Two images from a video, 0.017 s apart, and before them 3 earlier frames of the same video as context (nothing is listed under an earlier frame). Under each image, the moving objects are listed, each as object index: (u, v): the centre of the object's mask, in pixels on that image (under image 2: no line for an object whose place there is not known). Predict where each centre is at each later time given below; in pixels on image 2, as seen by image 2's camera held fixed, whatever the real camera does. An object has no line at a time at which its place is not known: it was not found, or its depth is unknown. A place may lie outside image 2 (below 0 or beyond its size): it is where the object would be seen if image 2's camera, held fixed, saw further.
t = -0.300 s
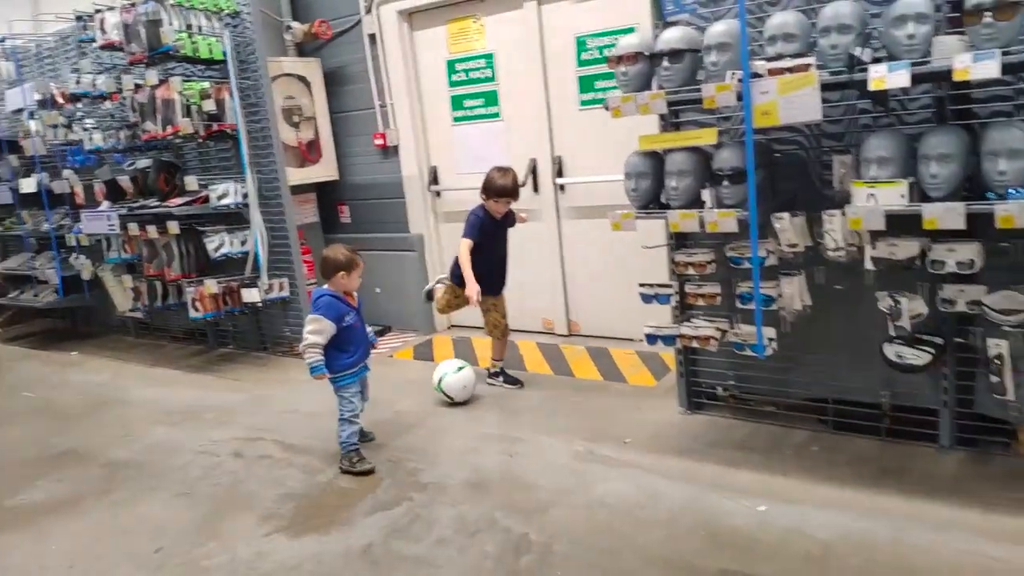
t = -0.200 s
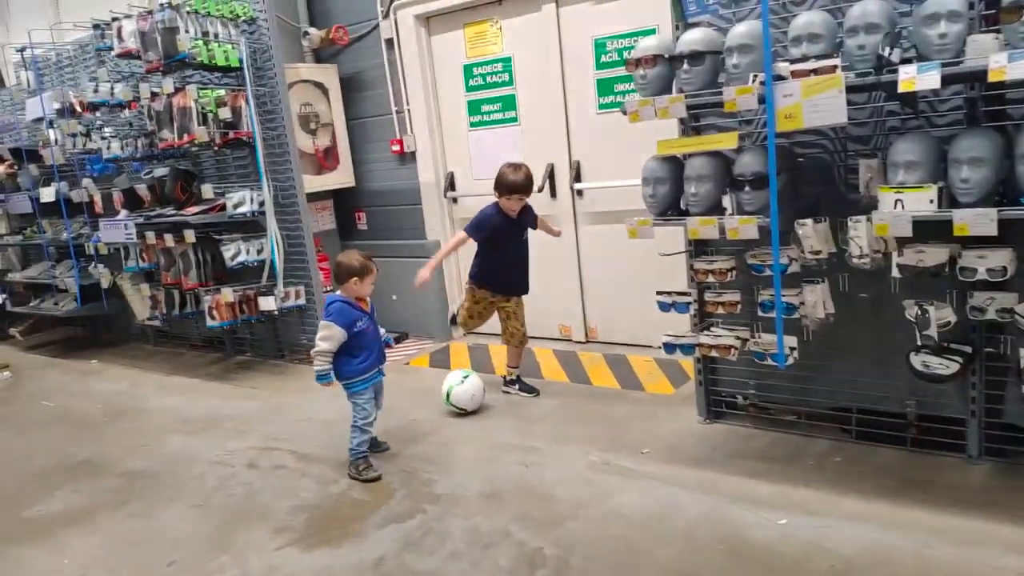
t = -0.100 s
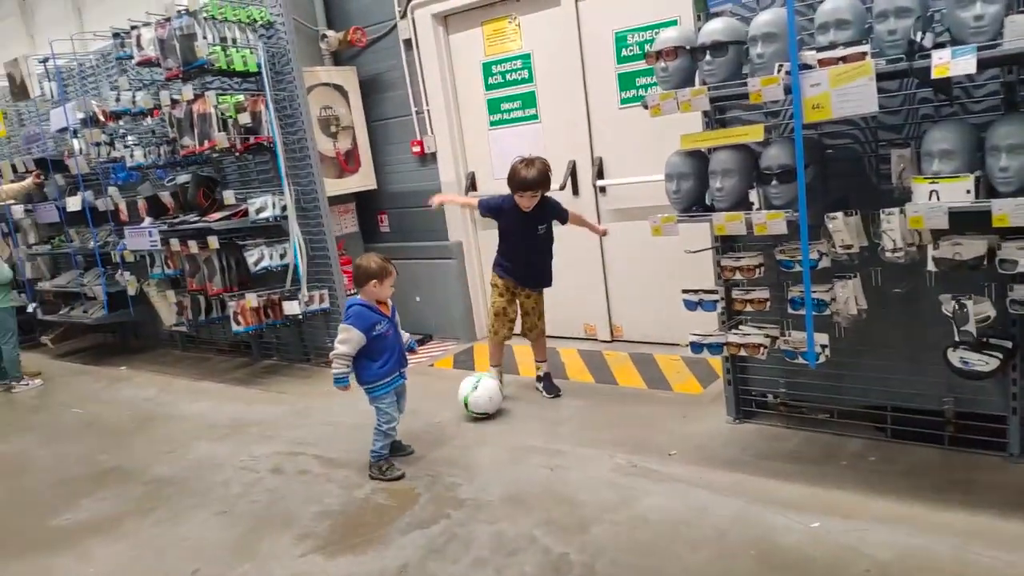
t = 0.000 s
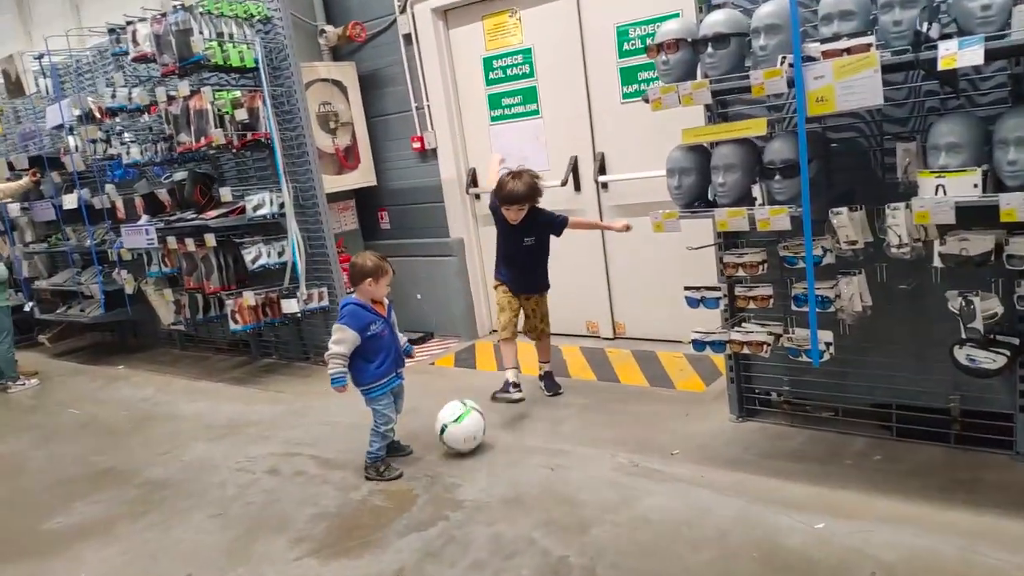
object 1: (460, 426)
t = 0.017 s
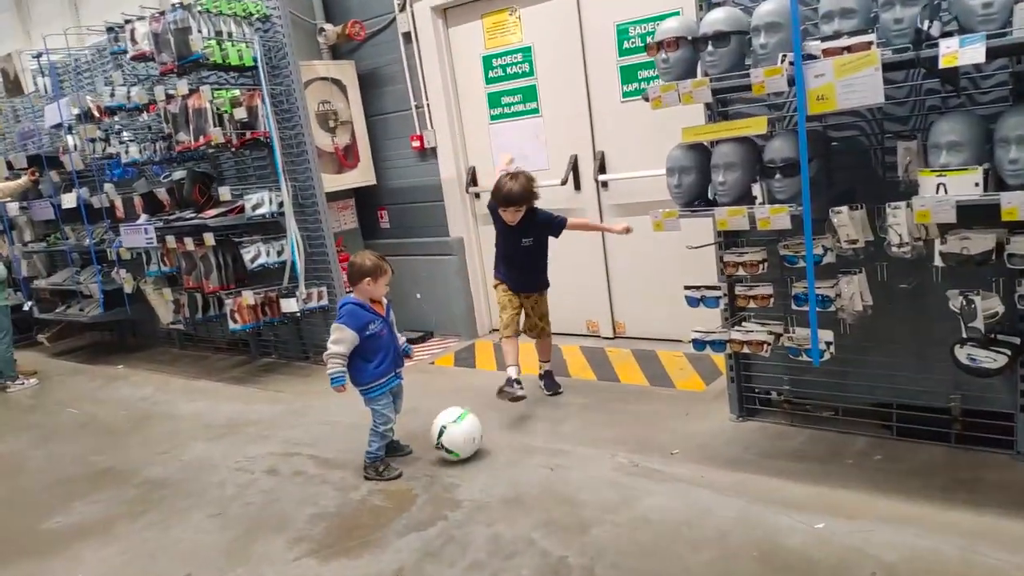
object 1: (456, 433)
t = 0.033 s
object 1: (452, 438)
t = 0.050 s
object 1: (449, 442)
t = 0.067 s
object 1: (445, 448)
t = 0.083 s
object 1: (442, 453)
